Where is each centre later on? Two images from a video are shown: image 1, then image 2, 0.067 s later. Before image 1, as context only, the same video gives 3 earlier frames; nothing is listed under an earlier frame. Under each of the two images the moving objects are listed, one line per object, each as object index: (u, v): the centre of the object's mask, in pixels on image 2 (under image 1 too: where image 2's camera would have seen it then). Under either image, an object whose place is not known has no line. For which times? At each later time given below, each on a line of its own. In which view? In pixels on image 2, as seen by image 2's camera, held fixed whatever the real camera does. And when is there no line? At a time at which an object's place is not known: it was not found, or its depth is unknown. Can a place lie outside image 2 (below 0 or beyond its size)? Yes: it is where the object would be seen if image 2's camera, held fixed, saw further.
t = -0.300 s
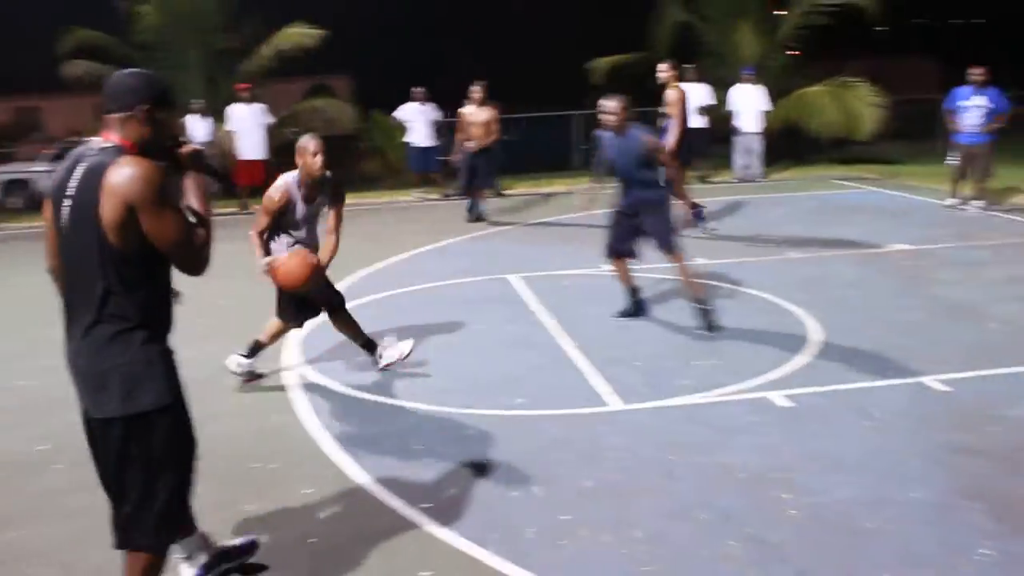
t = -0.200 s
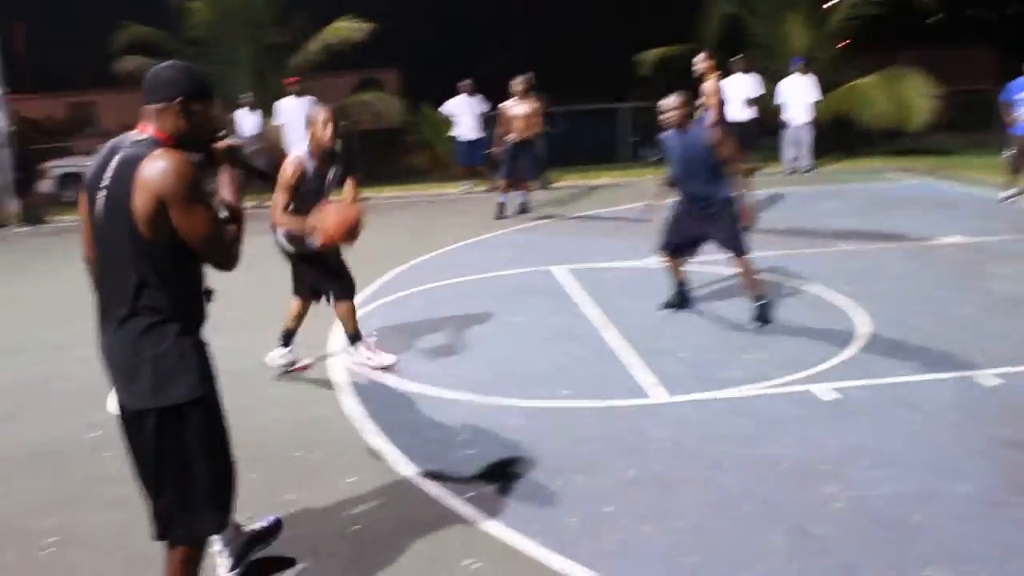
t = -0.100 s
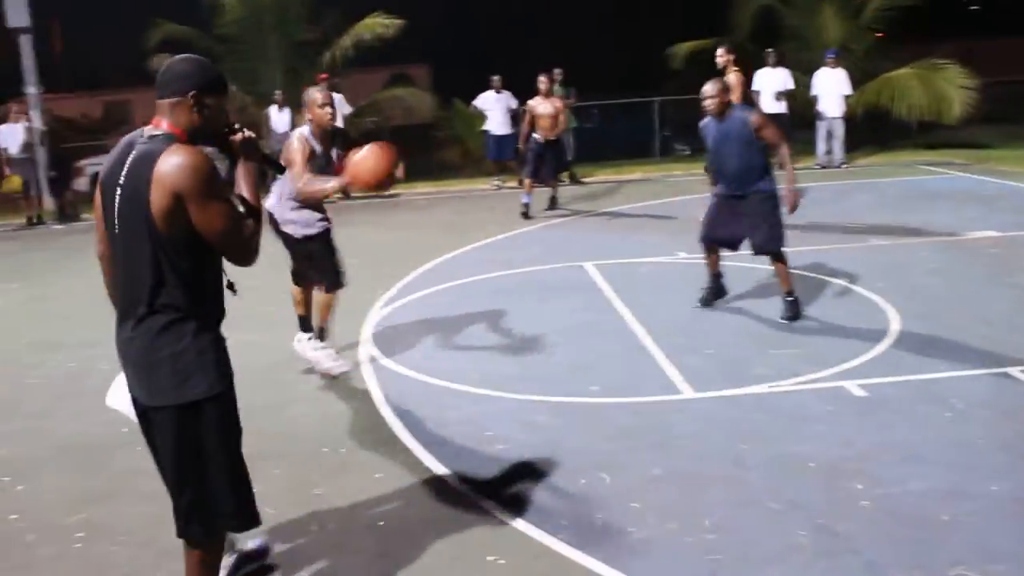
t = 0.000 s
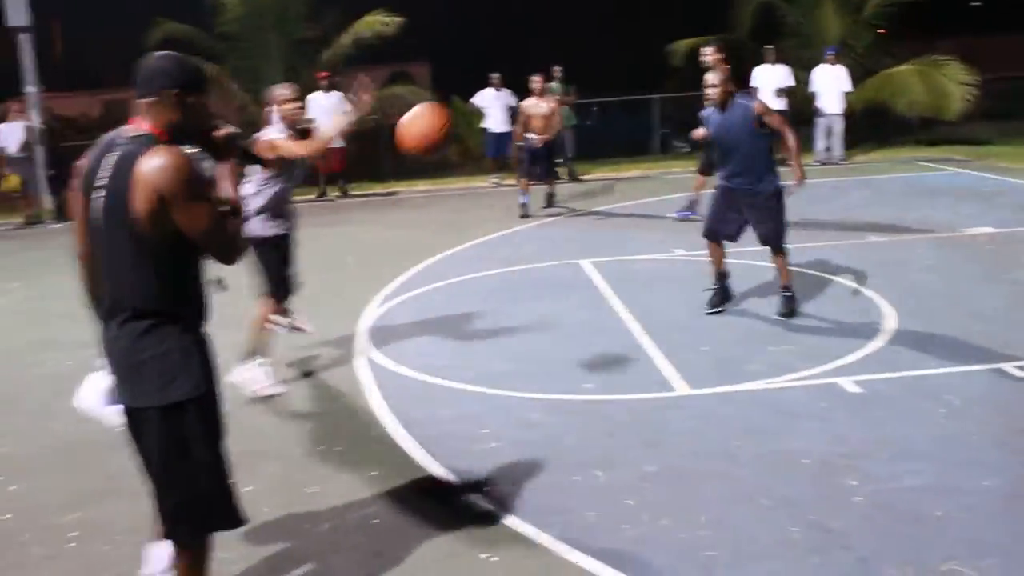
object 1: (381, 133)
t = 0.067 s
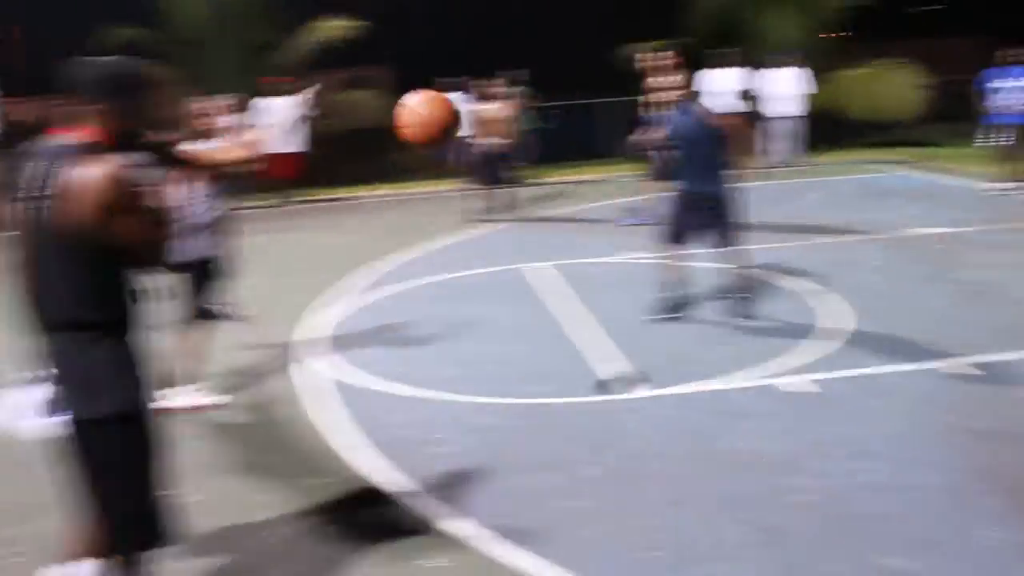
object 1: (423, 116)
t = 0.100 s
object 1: (452, 113)
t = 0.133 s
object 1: (483, 108)
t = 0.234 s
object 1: (595, 124)
